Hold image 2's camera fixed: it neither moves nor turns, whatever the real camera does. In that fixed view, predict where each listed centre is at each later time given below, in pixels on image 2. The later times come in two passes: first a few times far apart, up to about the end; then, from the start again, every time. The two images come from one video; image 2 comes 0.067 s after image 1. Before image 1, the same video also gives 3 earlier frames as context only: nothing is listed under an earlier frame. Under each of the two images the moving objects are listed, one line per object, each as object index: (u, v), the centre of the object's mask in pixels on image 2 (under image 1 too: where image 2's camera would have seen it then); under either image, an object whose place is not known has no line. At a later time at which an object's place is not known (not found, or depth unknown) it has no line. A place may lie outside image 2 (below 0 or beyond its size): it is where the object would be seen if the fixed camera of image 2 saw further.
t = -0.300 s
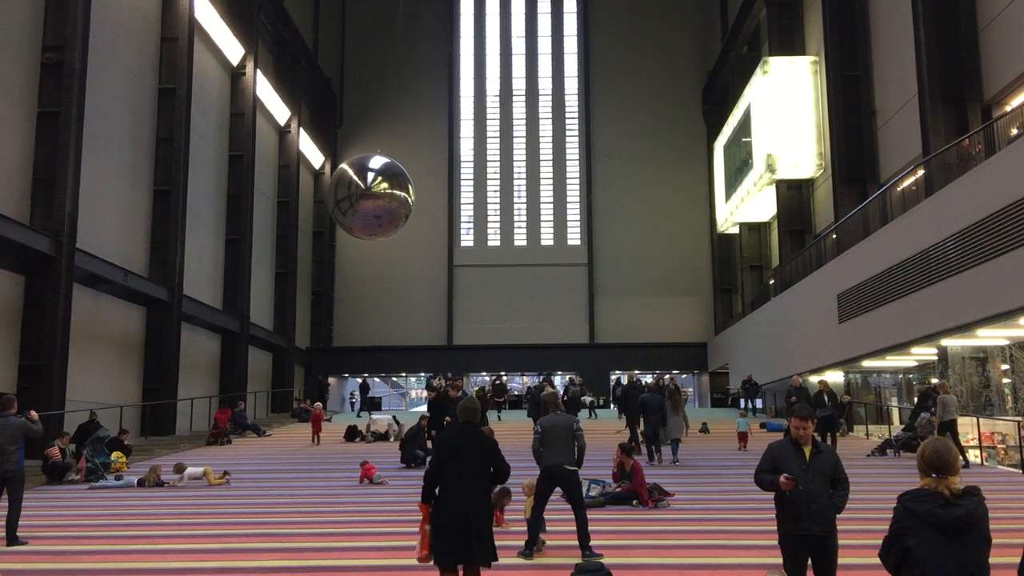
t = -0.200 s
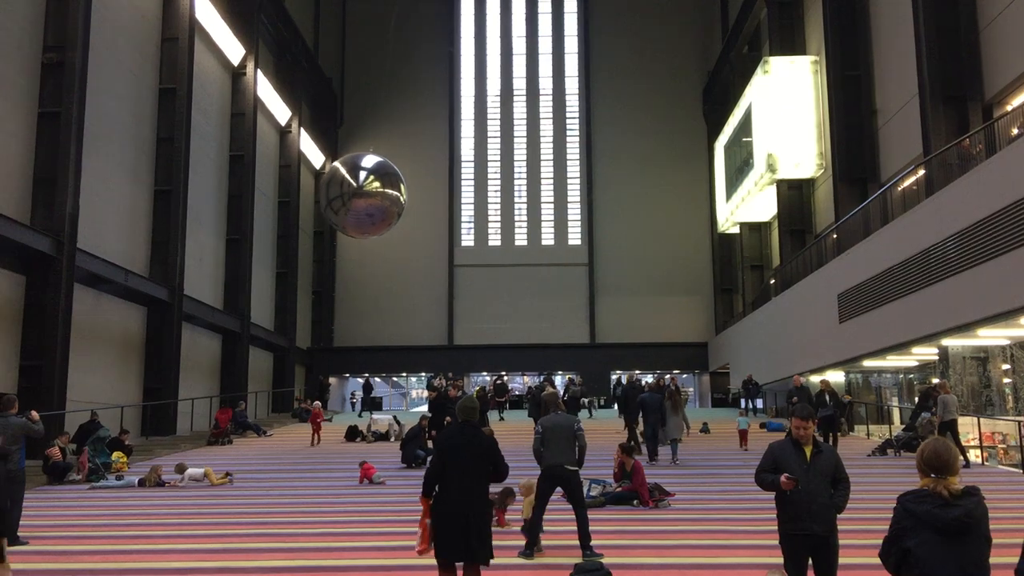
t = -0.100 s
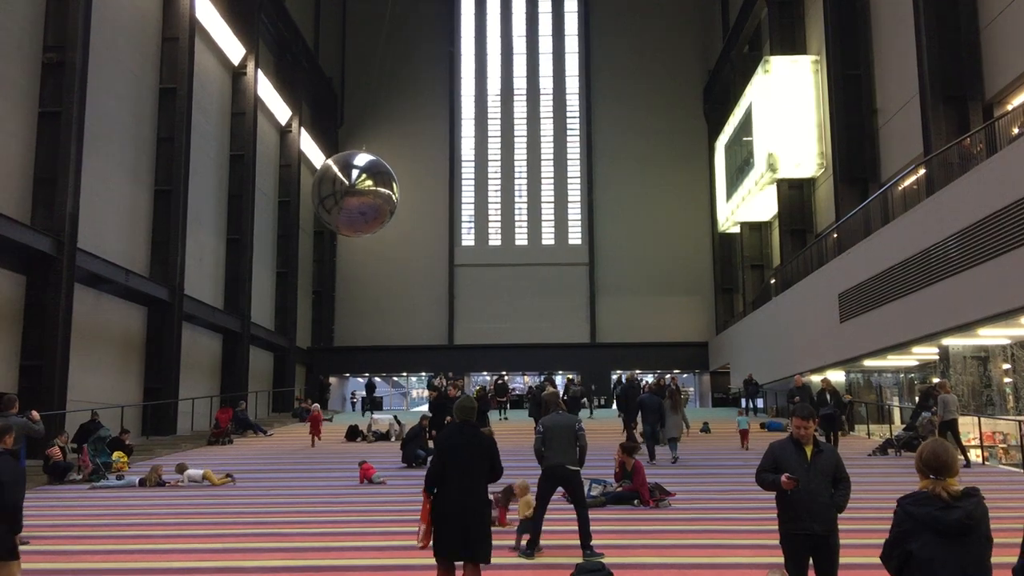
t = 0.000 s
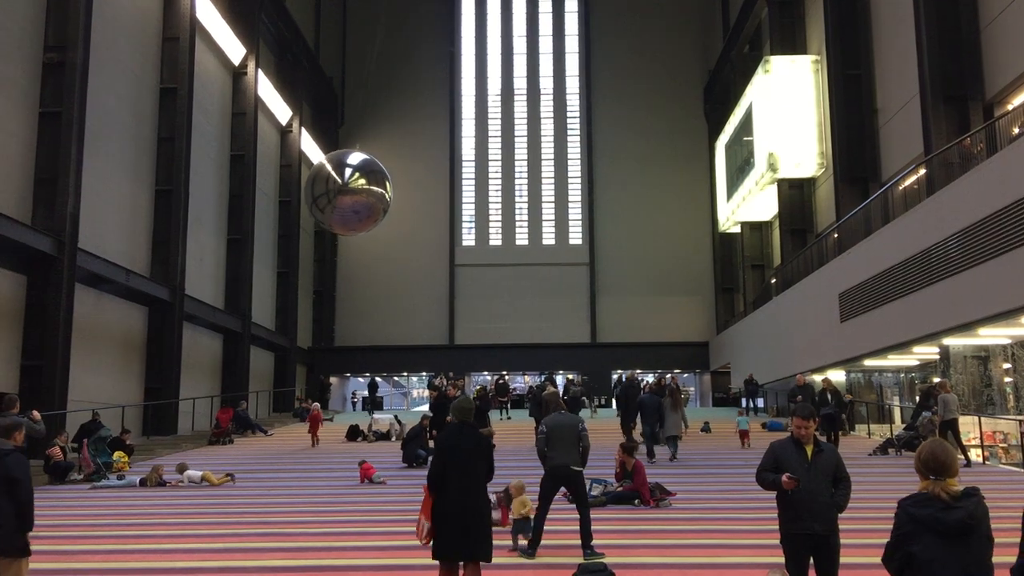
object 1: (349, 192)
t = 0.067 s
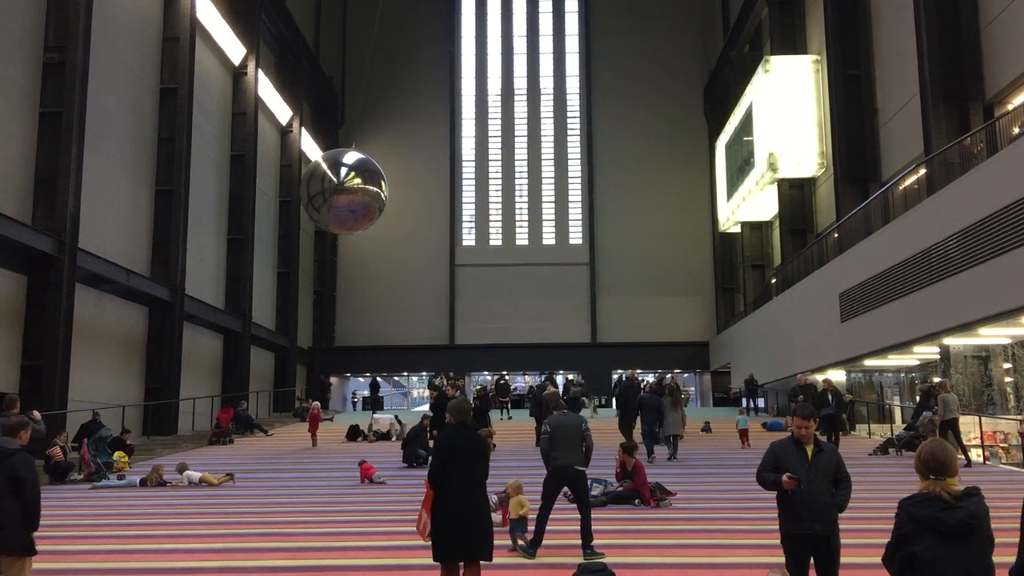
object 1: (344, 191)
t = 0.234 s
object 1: (333, 190)
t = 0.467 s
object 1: (321, 187)
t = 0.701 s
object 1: (315, 186)
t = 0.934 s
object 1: (312, 185)
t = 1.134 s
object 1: (312, 185)
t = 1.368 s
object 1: (317, 186)
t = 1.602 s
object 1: (325, 188)
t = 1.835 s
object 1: (338, 190)
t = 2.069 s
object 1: (354, 193)
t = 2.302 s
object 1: (374, 196)
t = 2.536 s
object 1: (395, 198)
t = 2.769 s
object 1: (420, 200)
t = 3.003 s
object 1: (446, 202)
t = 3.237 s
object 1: (474, 203)
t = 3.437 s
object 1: (499, 203)
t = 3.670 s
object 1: (527, 202)
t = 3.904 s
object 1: (555, 200)
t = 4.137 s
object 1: (582, 198)
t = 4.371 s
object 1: (606, 195)
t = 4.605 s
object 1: (627, 191)
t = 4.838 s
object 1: (645, 189)
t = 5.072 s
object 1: (659, 186)
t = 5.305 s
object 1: (670, 184)
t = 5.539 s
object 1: (676, 182)
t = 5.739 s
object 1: (679, 182)
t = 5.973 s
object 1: (679, 182)
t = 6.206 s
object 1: (674, 183)
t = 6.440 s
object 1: (665, 185)
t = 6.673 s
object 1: (653, 188)
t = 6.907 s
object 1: (636, 190)
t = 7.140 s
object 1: (617, 194)
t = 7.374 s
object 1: (594, 197)
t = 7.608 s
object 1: (569, 199)
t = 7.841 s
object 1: (543, 202)
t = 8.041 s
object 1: (519, 203)
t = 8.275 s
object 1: (490, 203)
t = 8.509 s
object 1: (461, 203)
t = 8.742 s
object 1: (433, 201)
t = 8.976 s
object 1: (407, 199)
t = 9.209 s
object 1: (383, 197)
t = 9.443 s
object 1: (362, 194)
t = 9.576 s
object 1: (351, 192)
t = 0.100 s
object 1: (342, 191)
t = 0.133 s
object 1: (339, 191)
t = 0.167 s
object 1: (337, 190)
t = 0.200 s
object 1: (335, 190)
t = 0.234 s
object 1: (333, 190)
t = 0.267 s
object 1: (331, 189)
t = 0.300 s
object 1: (329, 189)
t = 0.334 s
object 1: (327, 189)
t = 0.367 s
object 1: (326, 188)
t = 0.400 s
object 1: (324, 188)
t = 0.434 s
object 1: (323, 187)
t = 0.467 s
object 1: (321, 187)
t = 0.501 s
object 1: (320, 187)
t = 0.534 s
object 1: (319, 187)
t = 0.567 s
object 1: (318, 186)
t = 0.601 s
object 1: (317, 186)
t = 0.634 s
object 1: (316, 186)
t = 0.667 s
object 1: (315, 186)
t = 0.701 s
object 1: (315, 186)
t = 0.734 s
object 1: (315, 185)
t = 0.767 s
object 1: (314, 185)
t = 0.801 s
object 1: (313, 185)
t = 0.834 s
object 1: (313, 185)
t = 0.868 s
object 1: (312, 185)
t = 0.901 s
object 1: (312, 185)
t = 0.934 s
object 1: (312, 185)
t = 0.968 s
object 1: (312, 185)
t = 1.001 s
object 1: (312, 185)
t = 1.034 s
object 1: (312, 185)
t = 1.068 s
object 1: (312, 185)
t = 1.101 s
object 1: (312, 185)
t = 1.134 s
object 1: (312, 185)
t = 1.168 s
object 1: (313, 185)
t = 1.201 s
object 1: (313, 185)
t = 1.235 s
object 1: (314, 185)
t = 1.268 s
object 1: (315, 186)
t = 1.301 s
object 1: (315, 186)
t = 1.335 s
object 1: (316, 186)
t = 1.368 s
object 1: (317, 186)
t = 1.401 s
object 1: (318, 186)
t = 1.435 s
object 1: (319, 186)
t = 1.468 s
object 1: (320, 187)
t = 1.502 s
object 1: (321, 187)
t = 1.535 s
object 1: (322, 187)
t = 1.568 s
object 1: (324, 187)
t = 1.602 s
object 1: (325, 188)
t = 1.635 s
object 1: (327, 188)
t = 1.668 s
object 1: (328, 188)
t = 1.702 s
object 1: (330, 189)
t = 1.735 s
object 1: (332, 189)
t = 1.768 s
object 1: (334, 190)
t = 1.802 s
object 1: (336, 190)
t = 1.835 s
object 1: (338, 190)
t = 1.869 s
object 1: (340, 191)
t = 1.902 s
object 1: (343, 191)
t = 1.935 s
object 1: (345, 191)
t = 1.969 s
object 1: (347, 192)
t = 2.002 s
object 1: (350, 192)
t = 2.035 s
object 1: (352, 193)
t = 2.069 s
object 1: (354, 193)
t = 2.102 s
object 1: (357, 193)
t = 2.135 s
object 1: (359, 194)
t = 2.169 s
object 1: (362, 194)
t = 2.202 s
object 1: (364, 194)
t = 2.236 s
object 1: (368, 195)
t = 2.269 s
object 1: (370, 195)
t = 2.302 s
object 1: (374, 196)
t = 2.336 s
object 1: (376, 196)
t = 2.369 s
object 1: (380, 196)
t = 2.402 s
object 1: (383, 197)
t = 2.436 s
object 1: (386, 197)
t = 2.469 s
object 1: (389, 197)
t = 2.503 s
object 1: (392, 198)
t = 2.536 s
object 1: (395, 198)
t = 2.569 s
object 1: (399, 199)
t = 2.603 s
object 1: (402, 199)
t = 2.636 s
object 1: (406, 199)
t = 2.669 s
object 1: (410, 200)
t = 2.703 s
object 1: (413, 200)
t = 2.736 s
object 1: (416, 200)
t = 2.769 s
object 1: (420, 200)
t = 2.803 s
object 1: (424, 200)
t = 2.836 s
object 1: (427, 201)
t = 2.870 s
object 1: (431, 201)
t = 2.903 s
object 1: (435, 201)
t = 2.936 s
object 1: (439, 202)
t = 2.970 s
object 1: (443, 202)
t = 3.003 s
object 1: (446, 202)
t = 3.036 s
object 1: (450, 202)
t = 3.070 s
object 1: (454, 202)
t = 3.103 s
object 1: (458, 203)
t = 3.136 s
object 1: (462, 203)
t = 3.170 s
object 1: (466, 203)
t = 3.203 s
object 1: (470, 203)
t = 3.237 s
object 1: (474, 203)
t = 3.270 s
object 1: (479, 203)
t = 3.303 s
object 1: (483, 203)
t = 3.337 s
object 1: (487, 203)
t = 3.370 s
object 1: (491, 203)
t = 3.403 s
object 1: (495, 203)
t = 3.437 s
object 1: (499, 203)
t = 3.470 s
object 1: (504, 203)
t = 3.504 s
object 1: (508, 203)
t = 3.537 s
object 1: (512, 203)
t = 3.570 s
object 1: (516, 203)
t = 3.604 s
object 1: (520, 202)
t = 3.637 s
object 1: (524, 202)
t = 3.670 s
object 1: (527, 202)
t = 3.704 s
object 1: (531, 202)
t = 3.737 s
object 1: (535, 202)
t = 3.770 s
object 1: (540, 201)
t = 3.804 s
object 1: (543, 201)
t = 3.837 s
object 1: (547, 201)
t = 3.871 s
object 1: (551, 200)
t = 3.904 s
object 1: (555, 200)
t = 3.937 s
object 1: (559, 200)
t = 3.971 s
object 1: (563, 200)
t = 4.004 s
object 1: (567, 200)
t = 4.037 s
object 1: (570, 199)
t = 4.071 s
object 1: (574, 199)
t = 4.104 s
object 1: (578, 198)
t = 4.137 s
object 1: (582, 198)
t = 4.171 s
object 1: (585, 198)
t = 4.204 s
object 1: (589, 197)
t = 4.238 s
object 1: (592, 197)
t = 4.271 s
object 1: (596, 197)
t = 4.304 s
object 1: (599, 196)
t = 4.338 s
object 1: (603, 196)
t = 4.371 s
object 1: (606, 195)
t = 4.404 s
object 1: (609, 195)
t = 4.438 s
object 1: (612, 194)
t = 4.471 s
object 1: (615, 194)
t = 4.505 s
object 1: (618, 193)
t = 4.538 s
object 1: (621, 192)
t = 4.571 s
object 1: (624, 192)
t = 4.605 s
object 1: (627, 191)
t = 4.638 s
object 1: (630, 191)
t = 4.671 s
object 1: (632, 191)
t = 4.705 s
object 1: (635, 190)
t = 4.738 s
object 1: (638, 190)
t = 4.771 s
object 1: (640, 190)
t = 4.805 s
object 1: (643, 189)
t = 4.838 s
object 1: (645, 189)
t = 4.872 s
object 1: (647, 188)
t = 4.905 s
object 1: (649, 188)
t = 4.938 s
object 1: (652, 188)
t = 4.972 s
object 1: (654, 187)
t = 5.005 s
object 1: (656, 187)
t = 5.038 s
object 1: (658, 186)
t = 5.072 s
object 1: (659, 186)
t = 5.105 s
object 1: (661, 186)
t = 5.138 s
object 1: (663, 185)
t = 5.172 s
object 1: (664, 185)
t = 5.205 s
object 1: (666, 185)
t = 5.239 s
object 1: (667, 184)
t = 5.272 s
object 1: (669, 184)
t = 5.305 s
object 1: (670, 184)
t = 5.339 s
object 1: (671, 183)
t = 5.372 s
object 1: (672, 183)
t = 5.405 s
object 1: (673, 183)
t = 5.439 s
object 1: (674, 183)
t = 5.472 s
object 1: (675, 183)
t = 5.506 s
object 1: (676, 182)
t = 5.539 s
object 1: (676, 182)
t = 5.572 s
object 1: (677, 182)
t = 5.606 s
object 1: (678, 182)
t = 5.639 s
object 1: (678, 182)
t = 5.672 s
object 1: (679, 182)
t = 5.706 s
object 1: (679, 182)
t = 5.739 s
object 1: (679, 182)
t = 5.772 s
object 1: (679, 182)
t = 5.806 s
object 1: (679, 182)
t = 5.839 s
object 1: (679, 182)
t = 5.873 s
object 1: (679, 182)
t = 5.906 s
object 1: (679, 182)
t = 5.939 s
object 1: (679, 182)
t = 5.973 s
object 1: (679, 182)
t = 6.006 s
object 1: (678, 182)
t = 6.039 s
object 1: (678, 182)
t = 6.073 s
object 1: (677, 183)
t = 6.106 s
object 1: (676, 183)
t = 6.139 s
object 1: (675, 183)
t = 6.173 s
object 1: (675, 183)
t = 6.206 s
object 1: (674, 183)
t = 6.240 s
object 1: (673, 184)
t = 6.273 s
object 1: (672, 184)
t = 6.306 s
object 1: (671, 184)
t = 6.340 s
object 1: (669, 184)
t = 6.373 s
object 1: (668, 185)
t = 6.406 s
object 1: (667, 185)
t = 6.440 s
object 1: (665, 185)
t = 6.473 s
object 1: (664, 185)
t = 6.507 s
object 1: (662, 186)
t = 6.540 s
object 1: (660, 186)
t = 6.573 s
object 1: (658, 186)
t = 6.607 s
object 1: (657, 187)
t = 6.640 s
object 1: (655, 187)
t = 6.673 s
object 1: (653, 188)
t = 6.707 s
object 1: (650, 188)
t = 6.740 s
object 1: (648, 189)
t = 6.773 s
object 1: (646, 189)
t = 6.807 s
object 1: (644, 189)
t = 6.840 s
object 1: (641, 190)
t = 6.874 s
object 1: (639, 190)
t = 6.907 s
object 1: (636, 190)
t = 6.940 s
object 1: (633, 191)
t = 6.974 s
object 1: (631, 191)
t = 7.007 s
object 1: (628, 192)
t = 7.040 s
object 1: (625, 192)
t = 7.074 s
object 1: (622, 193)
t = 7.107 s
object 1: (620, 193)
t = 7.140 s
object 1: (617, 194)
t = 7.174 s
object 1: (614, 194)
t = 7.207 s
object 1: (611, 194)
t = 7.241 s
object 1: (608, 195)
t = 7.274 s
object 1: (604, 195)
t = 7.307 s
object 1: (601, 196)
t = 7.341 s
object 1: (598, 197)
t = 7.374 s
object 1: (594, 197)
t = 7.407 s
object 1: (591, 197)
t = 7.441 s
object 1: (588, 197)
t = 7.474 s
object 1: (584, 198)
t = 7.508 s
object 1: (580, 198)
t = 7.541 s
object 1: (577, 199)
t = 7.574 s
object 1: (573, 199)
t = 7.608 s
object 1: (569, 199)
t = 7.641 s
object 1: (565, 200)
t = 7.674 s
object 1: (562, 200)
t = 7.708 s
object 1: (558, 200)
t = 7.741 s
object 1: (554, 201)
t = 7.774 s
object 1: (551, 201)
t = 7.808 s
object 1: (547, 201)
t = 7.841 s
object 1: (543, 202)
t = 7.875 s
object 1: (539, 202)
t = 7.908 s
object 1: (535, 202)
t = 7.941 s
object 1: (531, 202)
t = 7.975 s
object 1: (527, 202)
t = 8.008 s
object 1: (523, 202)
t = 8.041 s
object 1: (519, 203)
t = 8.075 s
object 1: (515, 203)
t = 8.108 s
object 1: (511, 203)
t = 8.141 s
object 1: (507, 203)
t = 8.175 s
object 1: (503, 203)
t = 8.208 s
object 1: (498, 203)
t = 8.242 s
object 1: (494, 203)
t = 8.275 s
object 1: (490, 203)
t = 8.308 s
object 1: (486, 203)
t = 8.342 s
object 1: (482, 203)
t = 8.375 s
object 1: (478, 203)
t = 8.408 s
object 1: (473, 203)
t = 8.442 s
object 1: (469, 203)
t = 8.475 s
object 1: (465, 203)
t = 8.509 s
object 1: (461, 203)
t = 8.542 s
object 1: (457, 202)
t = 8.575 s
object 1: (453, 202)
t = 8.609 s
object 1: (449, 202)
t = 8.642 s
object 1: (445, 202)
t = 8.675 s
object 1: (441, 202)
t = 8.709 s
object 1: (437, 201)
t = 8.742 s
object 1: (433, 201)
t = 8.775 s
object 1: (429, 201)
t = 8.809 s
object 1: (425, 201)
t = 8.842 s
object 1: (421, 200)
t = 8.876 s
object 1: (418, 200)
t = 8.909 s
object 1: (414, 200)
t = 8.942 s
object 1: (410, 199)
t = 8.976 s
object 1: (407, 199)
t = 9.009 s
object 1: (403, 199)
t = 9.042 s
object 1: (400, 198)
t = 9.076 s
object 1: (396, 198)
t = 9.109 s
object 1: (393, 198)
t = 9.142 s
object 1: (390, 197)
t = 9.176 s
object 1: (387, 197)
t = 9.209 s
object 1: (383, 197)
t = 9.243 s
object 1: (380, 196)
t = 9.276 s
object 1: (377, 196)
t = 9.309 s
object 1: (374, 195)
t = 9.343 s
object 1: (370, 195)
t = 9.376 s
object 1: (367, 195)
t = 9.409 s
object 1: (365, 194)
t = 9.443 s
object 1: (362, 194)
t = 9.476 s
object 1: (358, 193)
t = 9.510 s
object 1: (356, 193)
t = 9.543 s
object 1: (353, 193)
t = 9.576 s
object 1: (351, 192)
